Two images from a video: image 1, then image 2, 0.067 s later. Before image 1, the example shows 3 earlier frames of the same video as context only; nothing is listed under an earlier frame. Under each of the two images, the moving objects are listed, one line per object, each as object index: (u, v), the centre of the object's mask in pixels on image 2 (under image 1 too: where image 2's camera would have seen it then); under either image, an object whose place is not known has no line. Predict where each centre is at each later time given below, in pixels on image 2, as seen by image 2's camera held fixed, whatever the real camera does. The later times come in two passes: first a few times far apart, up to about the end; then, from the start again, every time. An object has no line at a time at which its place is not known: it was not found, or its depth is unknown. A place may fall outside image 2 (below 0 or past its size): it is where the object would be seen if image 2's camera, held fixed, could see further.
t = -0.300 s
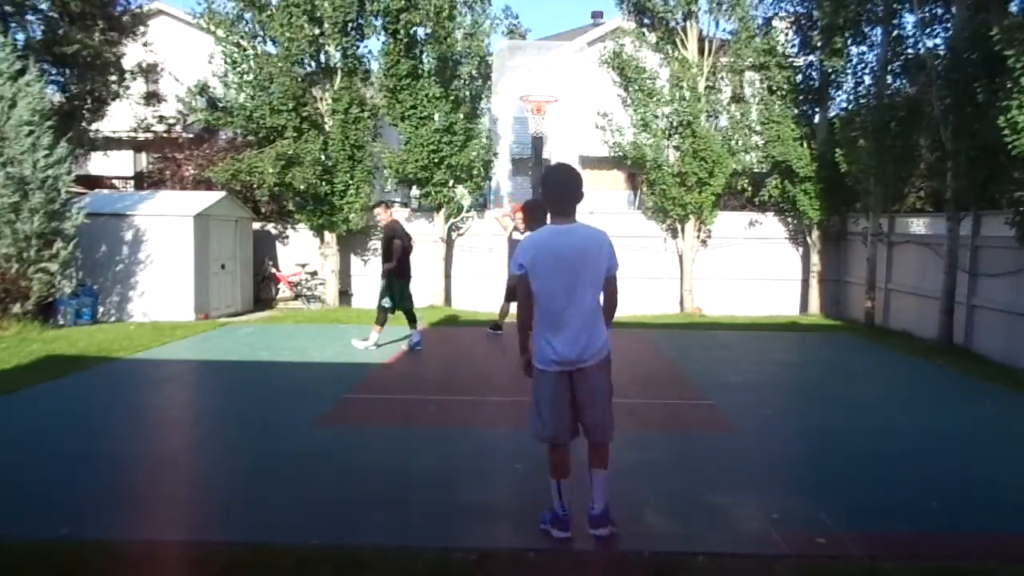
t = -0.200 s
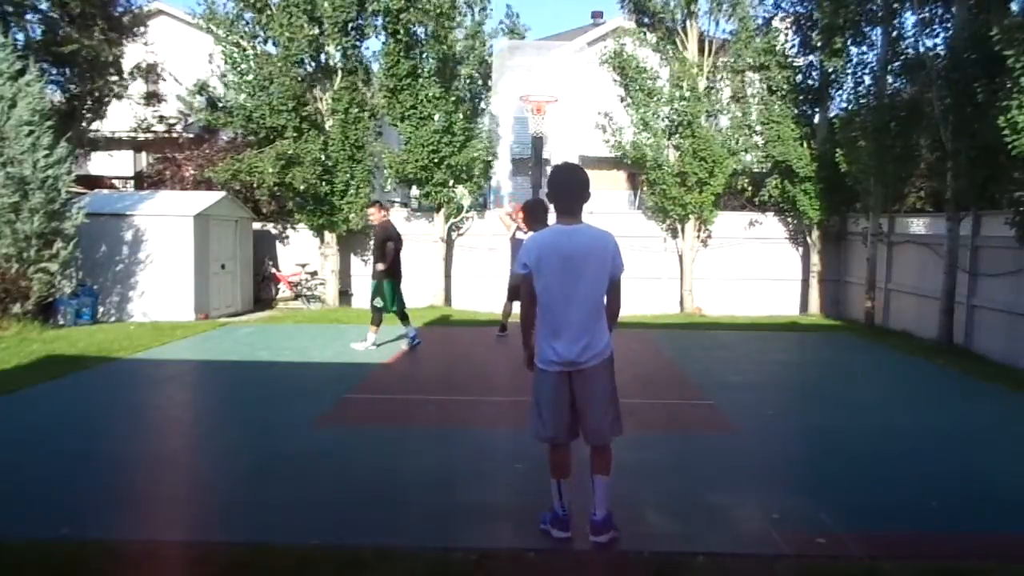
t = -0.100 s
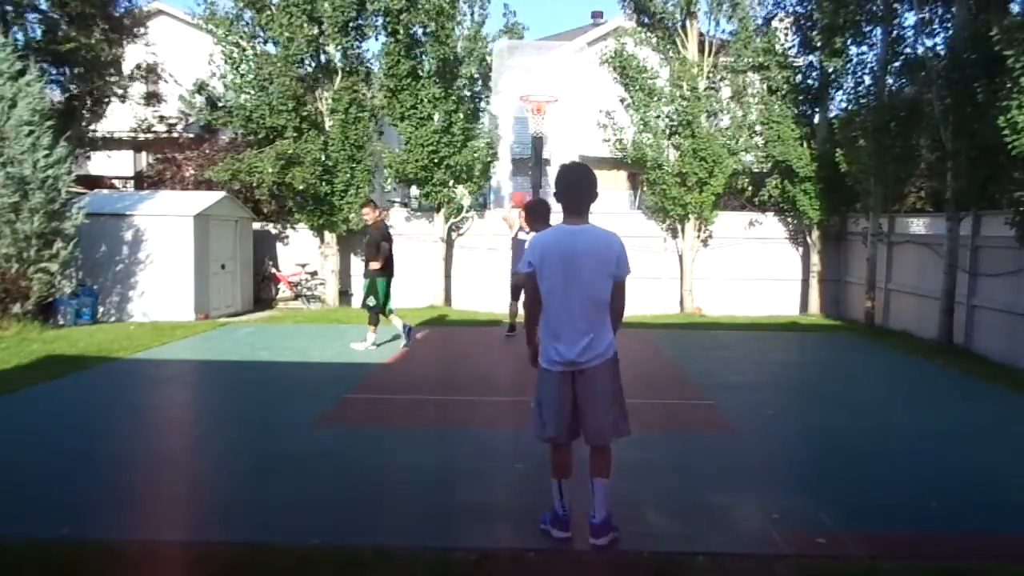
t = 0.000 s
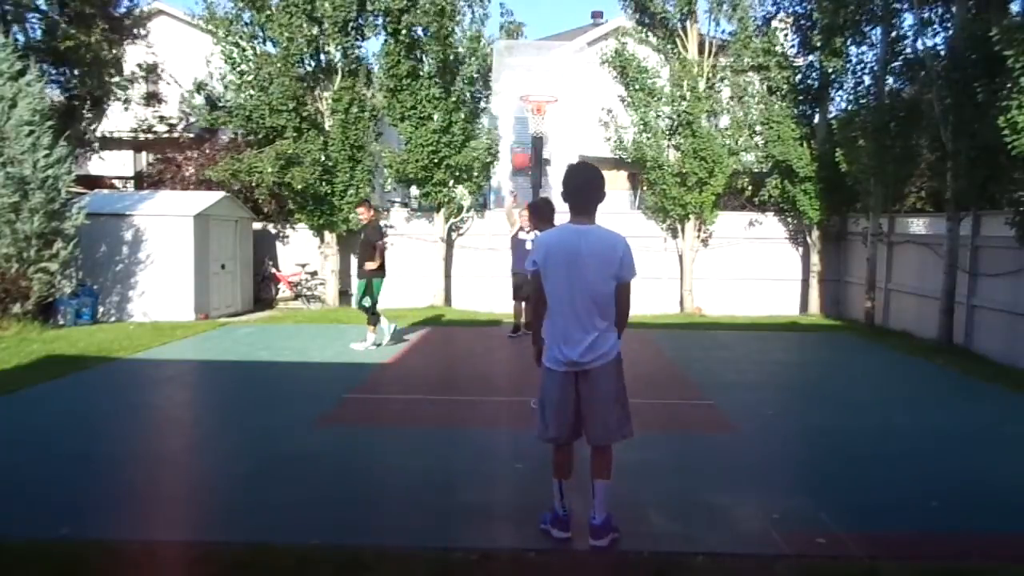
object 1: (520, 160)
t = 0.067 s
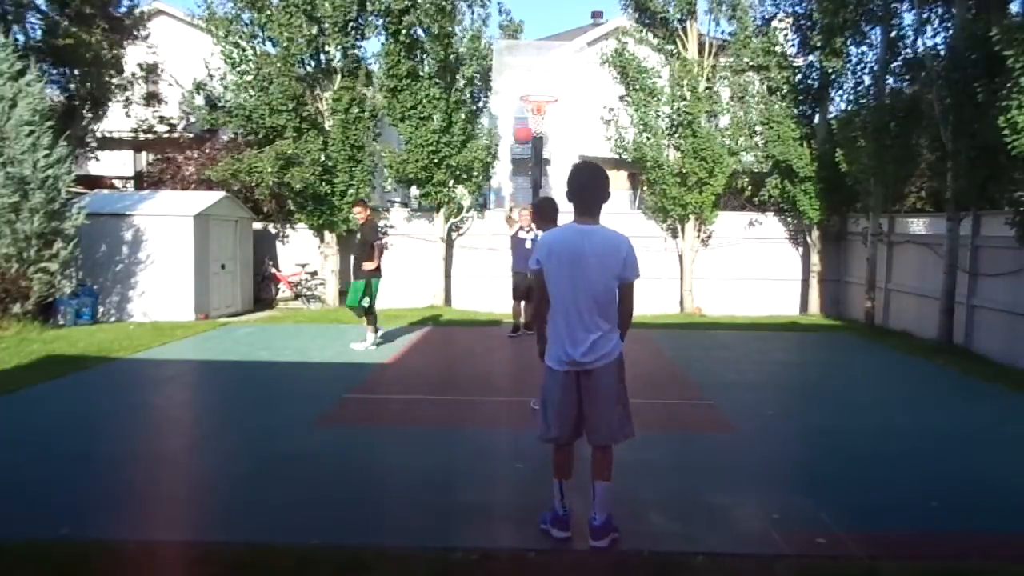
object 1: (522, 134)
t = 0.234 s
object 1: (531, 76)
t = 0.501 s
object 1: (548, 15)
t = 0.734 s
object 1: (569, 16)
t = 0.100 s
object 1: (524, 122)
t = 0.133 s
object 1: (526, 110)
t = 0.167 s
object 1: (527, 98)
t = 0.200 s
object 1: (529, 87)
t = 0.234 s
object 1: (531, 76)
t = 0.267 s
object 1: (533, 66)
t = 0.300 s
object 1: (534, 56)
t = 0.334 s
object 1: (537, 48)
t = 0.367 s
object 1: (539, 40)
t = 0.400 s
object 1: (541, 32)
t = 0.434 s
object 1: (543, 25)
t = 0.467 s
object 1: (545, 20)
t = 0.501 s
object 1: (548, 15)
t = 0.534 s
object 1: (551, 12)
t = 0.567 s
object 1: (553, 11)
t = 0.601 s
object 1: (556, 10)
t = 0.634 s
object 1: (559, 10)
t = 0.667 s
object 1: (562, 11)
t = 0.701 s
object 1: (565, 13)
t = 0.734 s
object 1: (569, 16)
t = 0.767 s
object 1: (572, 23)
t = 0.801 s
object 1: (577, 33)
